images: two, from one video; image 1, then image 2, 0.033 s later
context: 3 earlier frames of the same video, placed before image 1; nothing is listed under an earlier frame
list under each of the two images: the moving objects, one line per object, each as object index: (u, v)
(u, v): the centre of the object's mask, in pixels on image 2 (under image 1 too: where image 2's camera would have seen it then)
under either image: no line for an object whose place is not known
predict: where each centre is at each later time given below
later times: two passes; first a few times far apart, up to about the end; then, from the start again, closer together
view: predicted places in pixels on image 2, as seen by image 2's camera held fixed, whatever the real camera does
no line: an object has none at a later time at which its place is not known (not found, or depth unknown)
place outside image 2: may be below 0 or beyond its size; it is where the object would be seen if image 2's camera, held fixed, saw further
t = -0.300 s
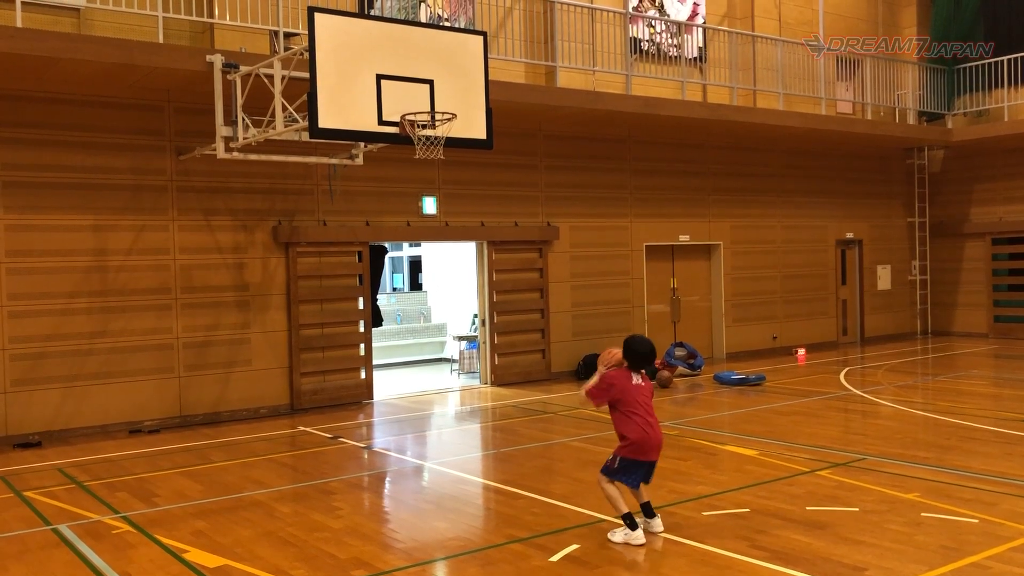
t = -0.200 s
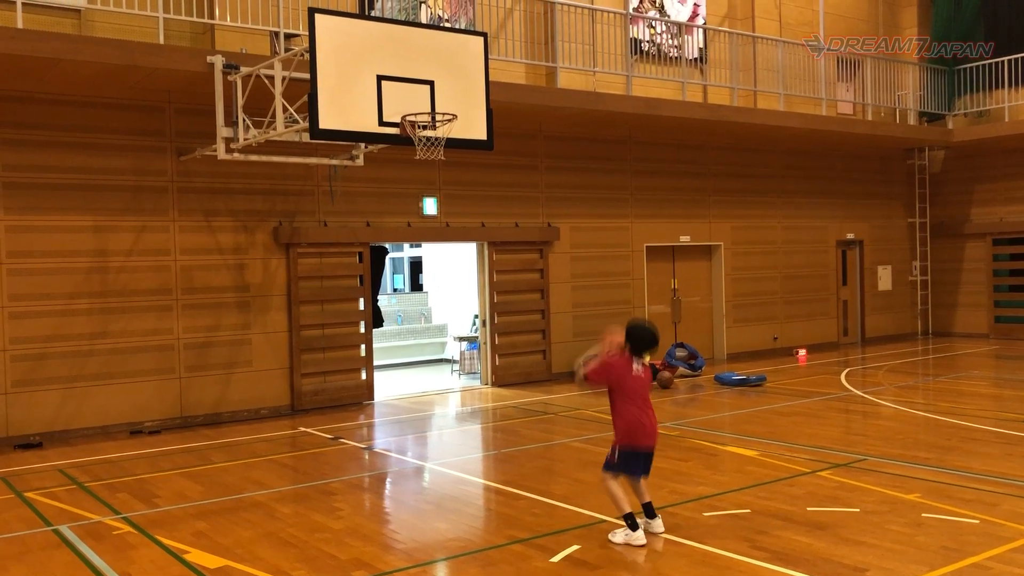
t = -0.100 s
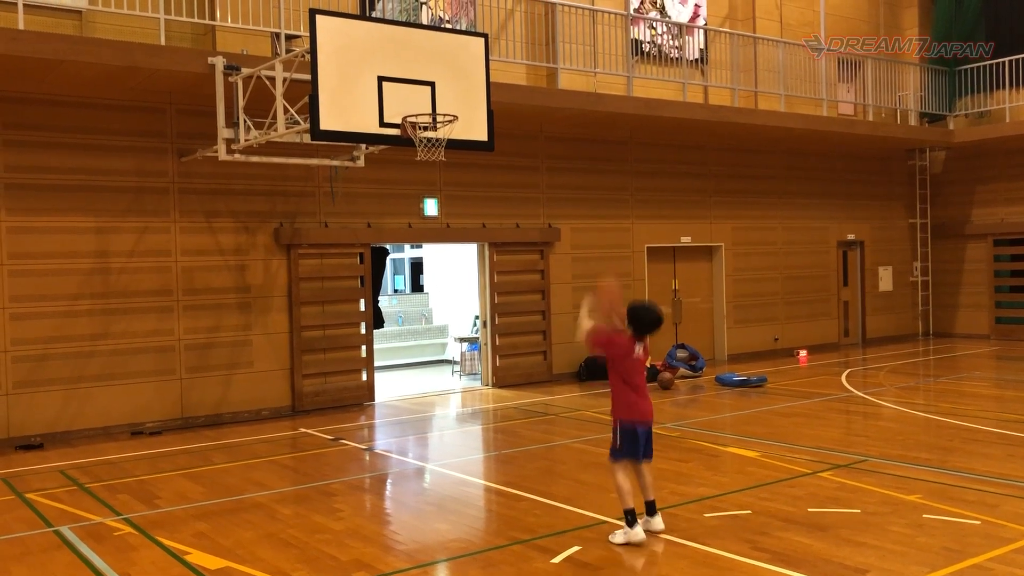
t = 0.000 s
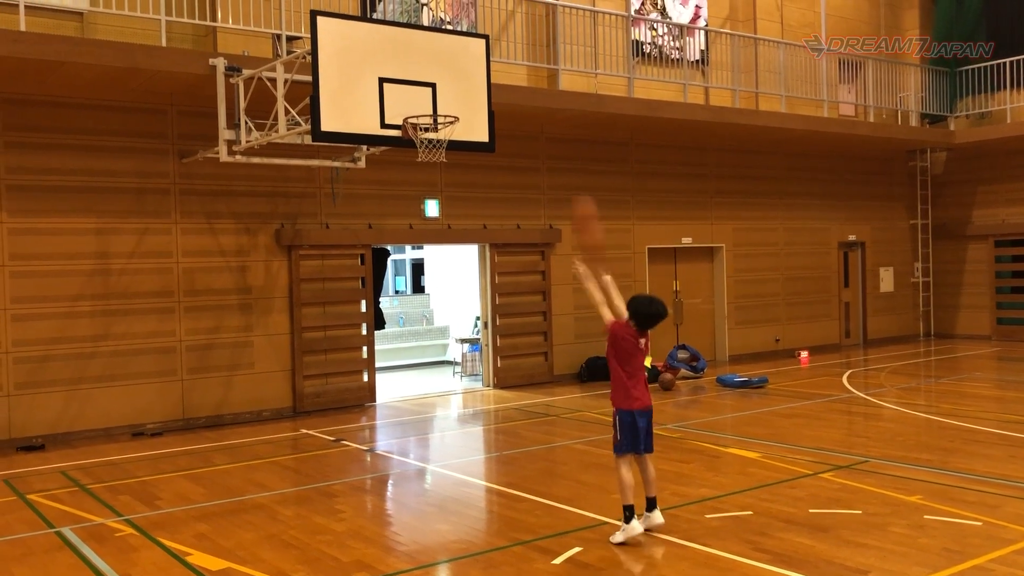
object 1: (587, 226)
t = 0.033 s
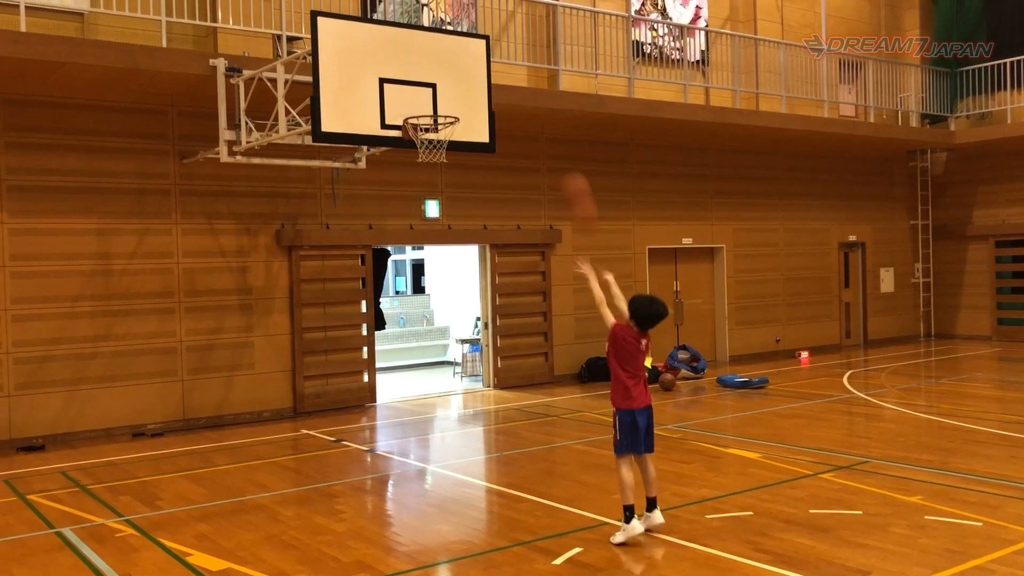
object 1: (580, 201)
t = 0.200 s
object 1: (541, 108)
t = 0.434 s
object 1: (490, 49)
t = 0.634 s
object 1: (455, 55)
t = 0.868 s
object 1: (420, 109)
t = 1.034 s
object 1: (438, 166)
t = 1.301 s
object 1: (474, 304)
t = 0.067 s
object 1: (571, 177)
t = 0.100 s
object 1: (563, 156)
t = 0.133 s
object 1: (555, 138)
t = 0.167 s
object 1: (547, 121)
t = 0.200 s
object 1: (541, 108)
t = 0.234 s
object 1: (532, 94)
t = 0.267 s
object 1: (523, 84)
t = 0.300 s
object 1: (515, 72)
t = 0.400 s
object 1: (497, 53)
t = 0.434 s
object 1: (490, 49)
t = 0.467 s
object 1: (483, 47)
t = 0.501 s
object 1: (478, 46)
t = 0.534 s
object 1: (471, 46)
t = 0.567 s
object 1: (466, 48)
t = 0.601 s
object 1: (461, 51)
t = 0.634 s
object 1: (455, 55)
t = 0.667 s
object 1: (450, 60)
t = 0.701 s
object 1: (445, 67)
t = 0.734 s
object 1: (440, 74)
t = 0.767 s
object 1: (434, 84)
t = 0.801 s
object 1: (429, 95)
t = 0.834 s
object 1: (425, 102)
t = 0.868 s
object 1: (420, 109)
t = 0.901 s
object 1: (417, 131)
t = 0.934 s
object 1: (419, 137)
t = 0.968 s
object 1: (431, 148)
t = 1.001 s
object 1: (435, 160)
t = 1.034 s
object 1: (438, 166)
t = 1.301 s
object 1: (474, 304)
